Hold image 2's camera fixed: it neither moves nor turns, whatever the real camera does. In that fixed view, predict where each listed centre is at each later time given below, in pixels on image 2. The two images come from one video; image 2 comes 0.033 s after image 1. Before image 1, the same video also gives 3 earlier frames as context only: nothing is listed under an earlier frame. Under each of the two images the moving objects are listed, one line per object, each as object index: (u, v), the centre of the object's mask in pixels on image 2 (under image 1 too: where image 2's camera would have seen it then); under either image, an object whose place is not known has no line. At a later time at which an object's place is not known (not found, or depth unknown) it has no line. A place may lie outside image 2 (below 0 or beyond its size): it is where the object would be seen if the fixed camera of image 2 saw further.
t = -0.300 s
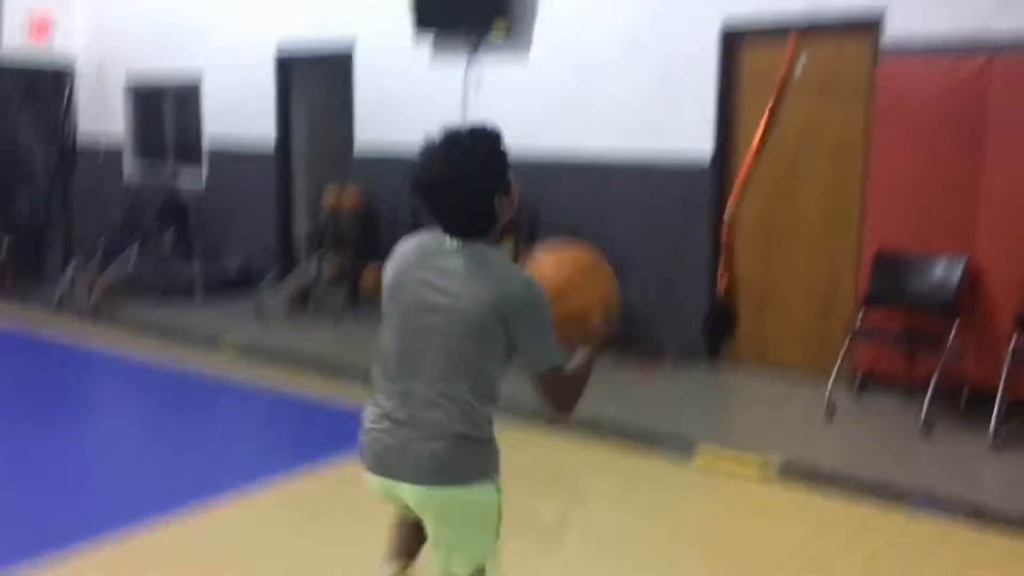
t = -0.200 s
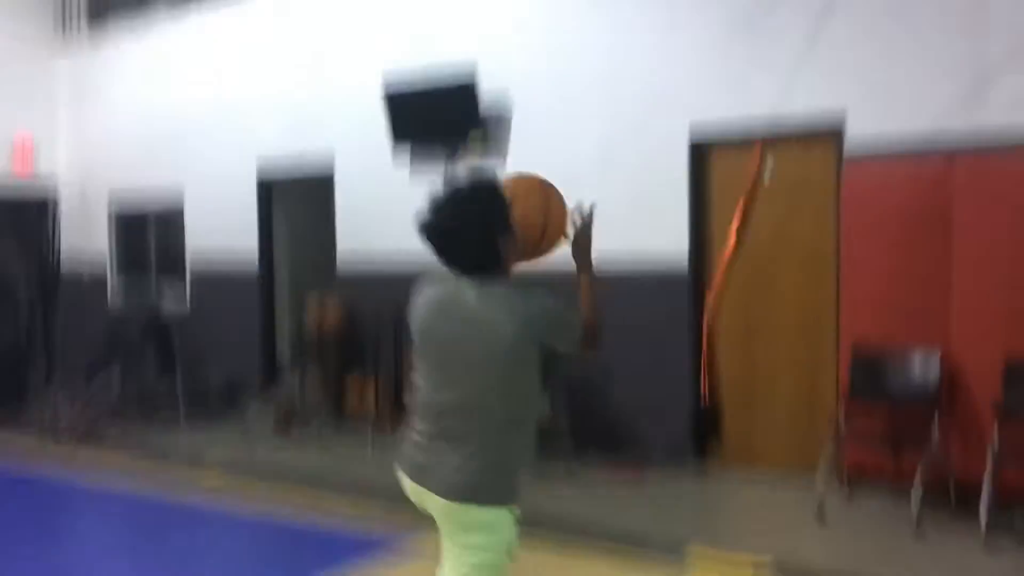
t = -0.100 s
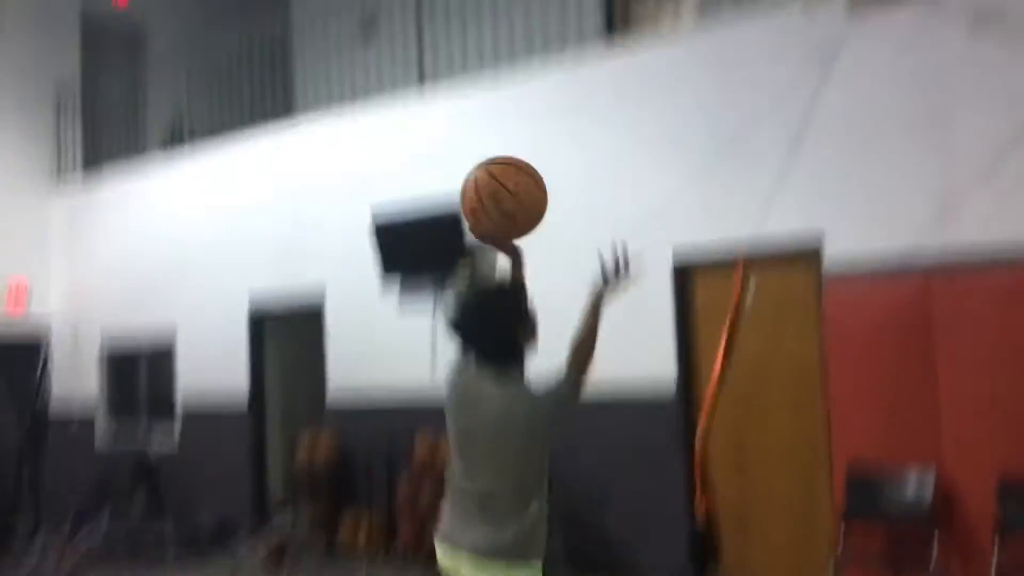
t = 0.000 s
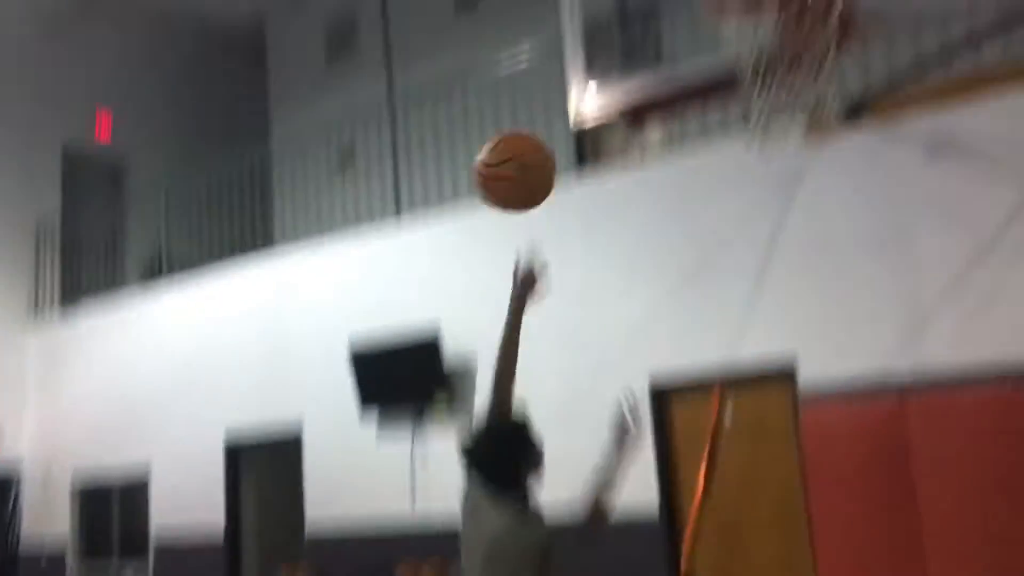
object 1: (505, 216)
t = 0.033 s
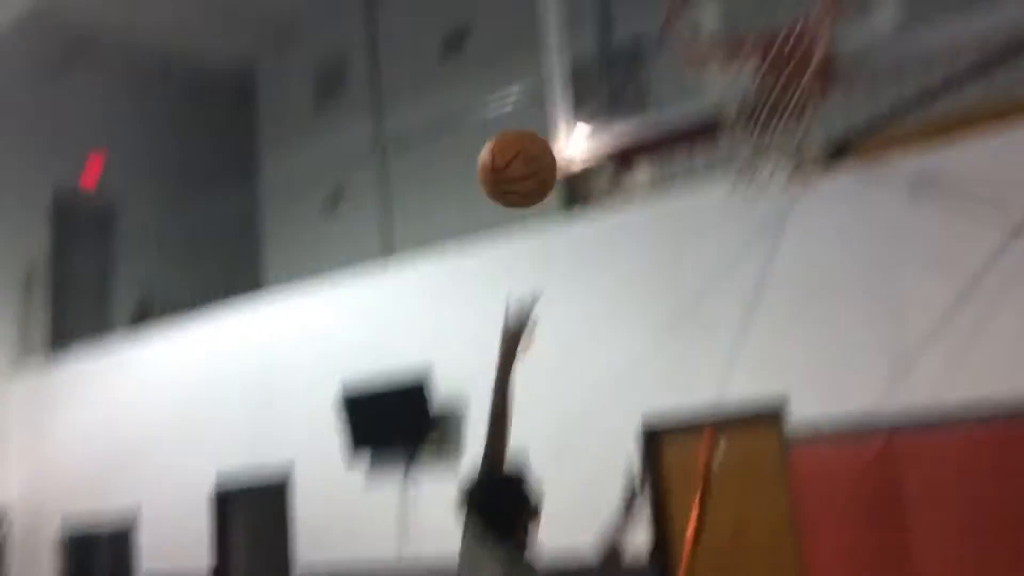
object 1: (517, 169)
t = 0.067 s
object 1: (532, 122)
